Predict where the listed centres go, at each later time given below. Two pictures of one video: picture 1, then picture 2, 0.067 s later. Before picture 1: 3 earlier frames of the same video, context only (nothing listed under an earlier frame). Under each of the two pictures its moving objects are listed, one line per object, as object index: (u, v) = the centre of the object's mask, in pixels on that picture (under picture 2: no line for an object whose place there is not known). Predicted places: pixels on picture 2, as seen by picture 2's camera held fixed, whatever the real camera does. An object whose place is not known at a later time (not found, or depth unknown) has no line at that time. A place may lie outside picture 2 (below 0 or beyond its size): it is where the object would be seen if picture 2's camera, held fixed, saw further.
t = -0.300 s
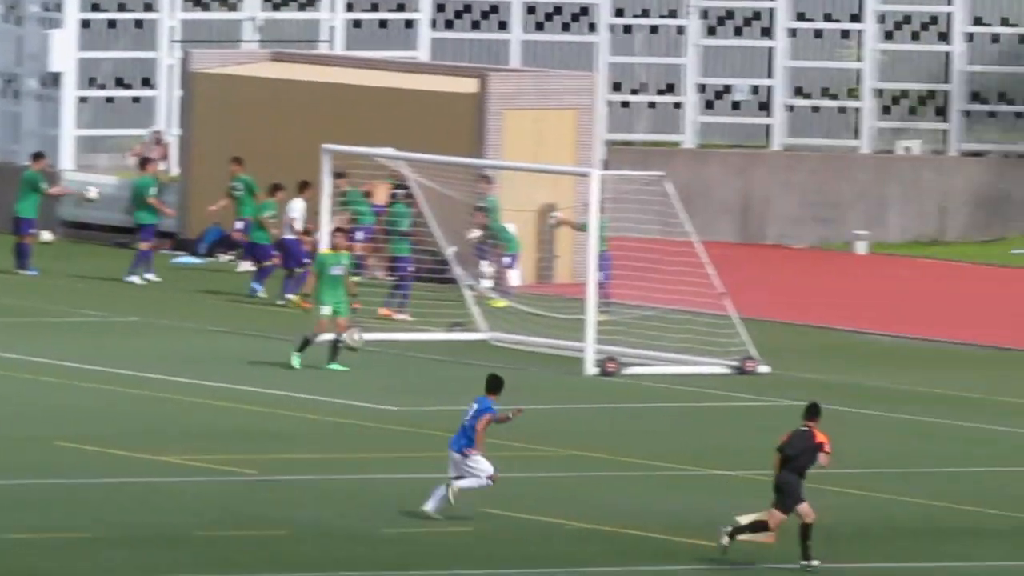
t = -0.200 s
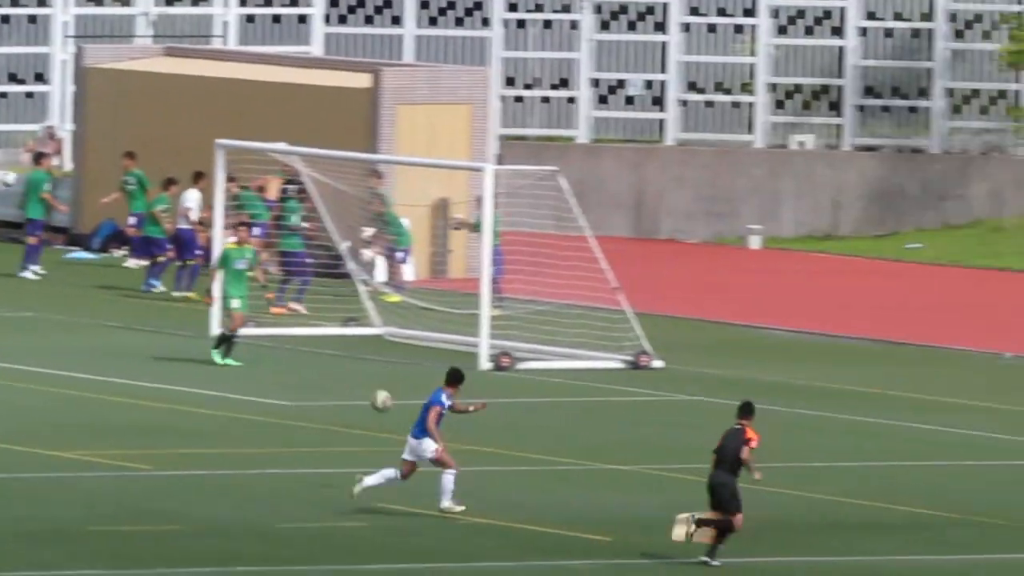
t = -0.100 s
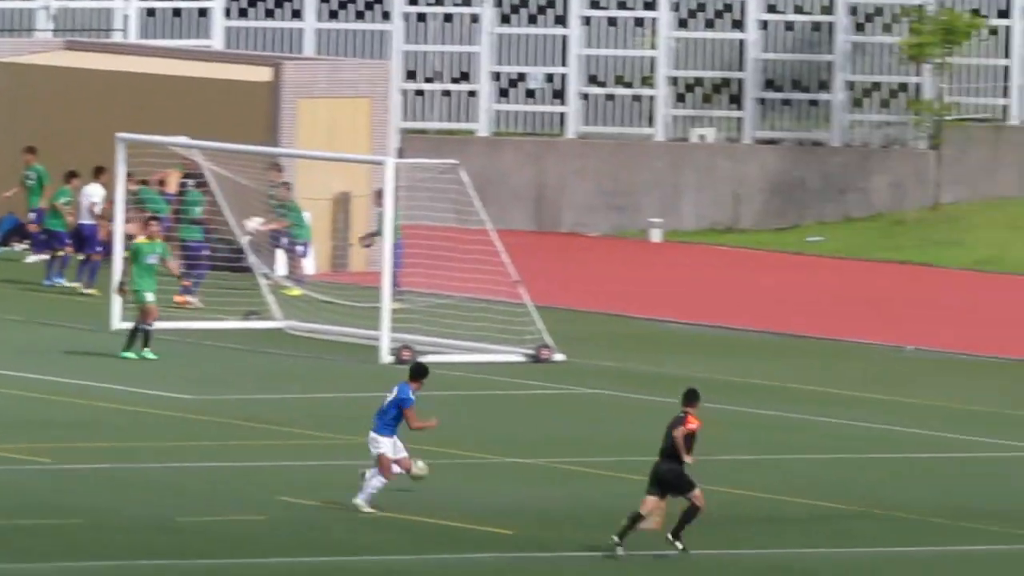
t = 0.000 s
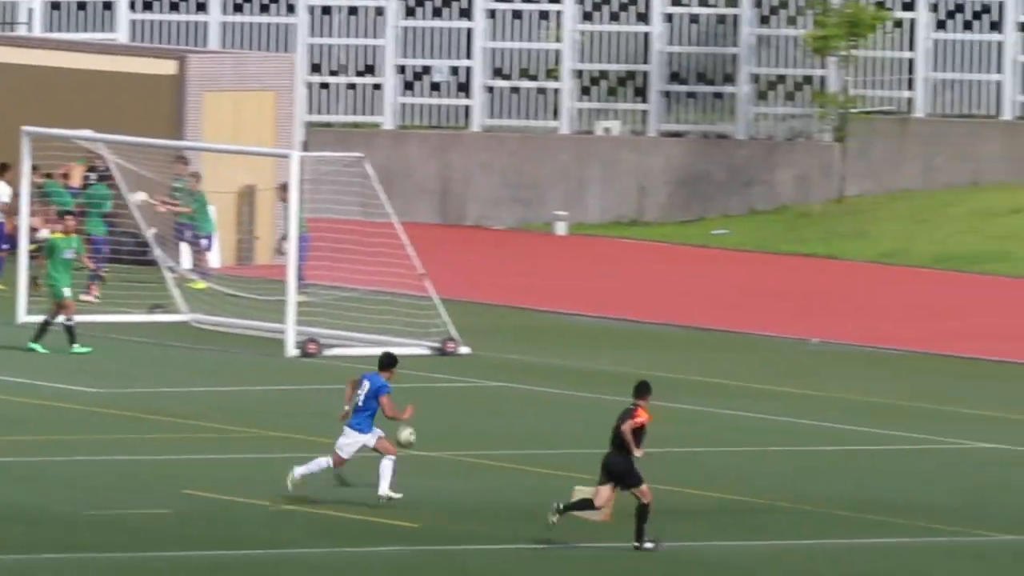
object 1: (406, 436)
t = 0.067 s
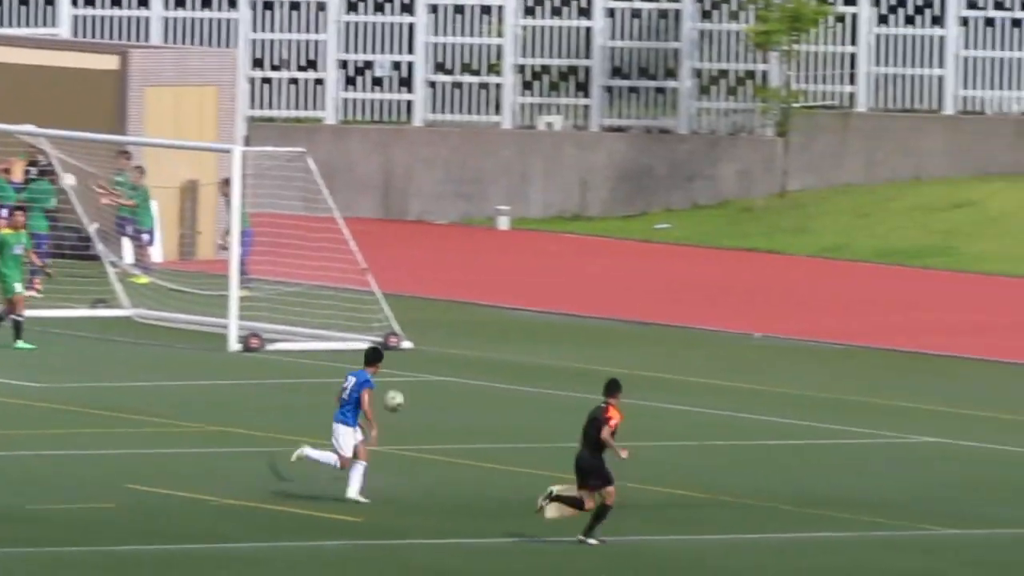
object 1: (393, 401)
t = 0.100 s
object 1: (413, 387)
